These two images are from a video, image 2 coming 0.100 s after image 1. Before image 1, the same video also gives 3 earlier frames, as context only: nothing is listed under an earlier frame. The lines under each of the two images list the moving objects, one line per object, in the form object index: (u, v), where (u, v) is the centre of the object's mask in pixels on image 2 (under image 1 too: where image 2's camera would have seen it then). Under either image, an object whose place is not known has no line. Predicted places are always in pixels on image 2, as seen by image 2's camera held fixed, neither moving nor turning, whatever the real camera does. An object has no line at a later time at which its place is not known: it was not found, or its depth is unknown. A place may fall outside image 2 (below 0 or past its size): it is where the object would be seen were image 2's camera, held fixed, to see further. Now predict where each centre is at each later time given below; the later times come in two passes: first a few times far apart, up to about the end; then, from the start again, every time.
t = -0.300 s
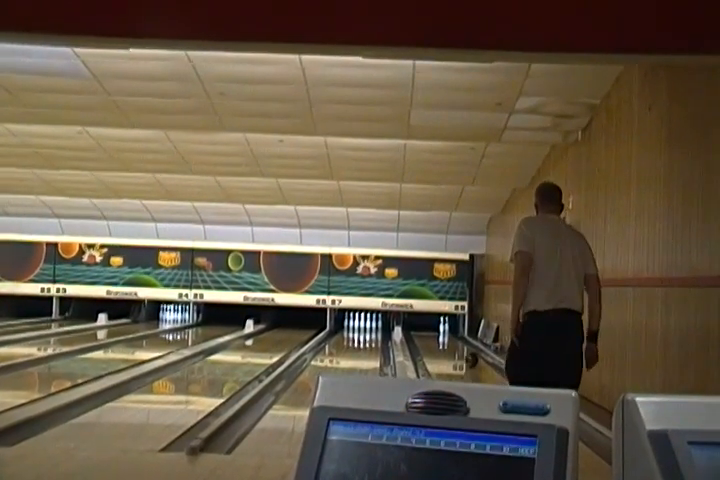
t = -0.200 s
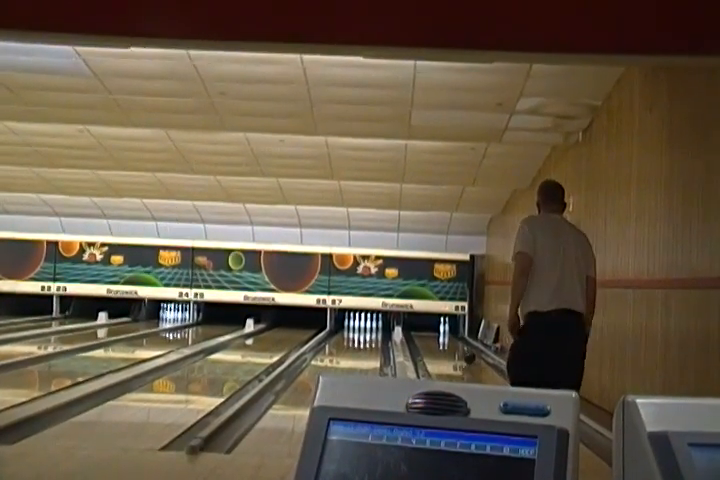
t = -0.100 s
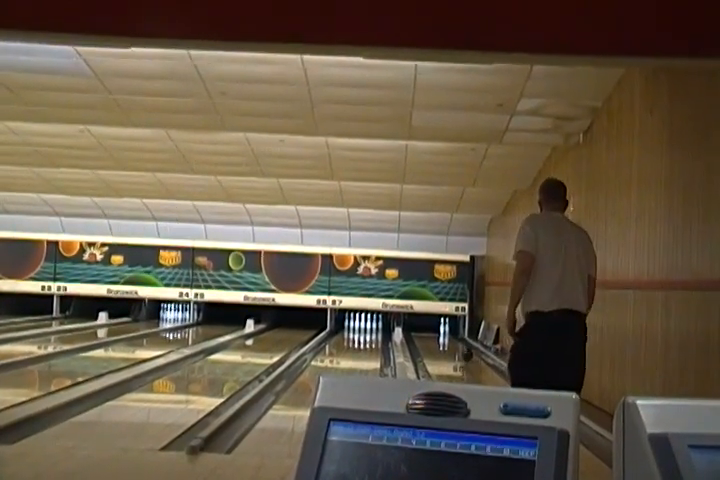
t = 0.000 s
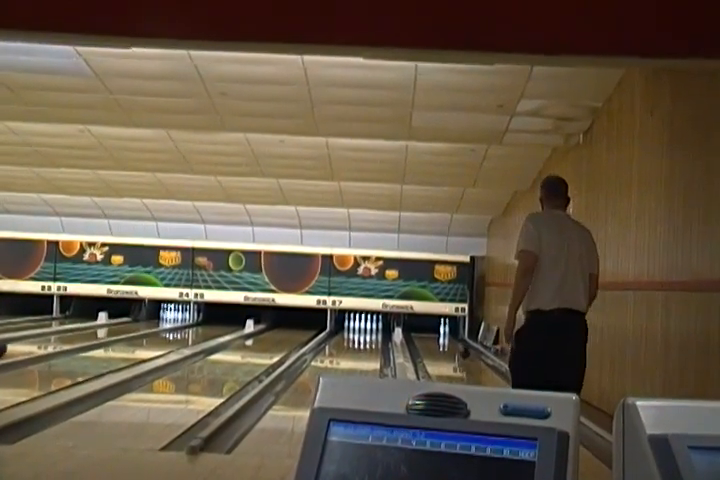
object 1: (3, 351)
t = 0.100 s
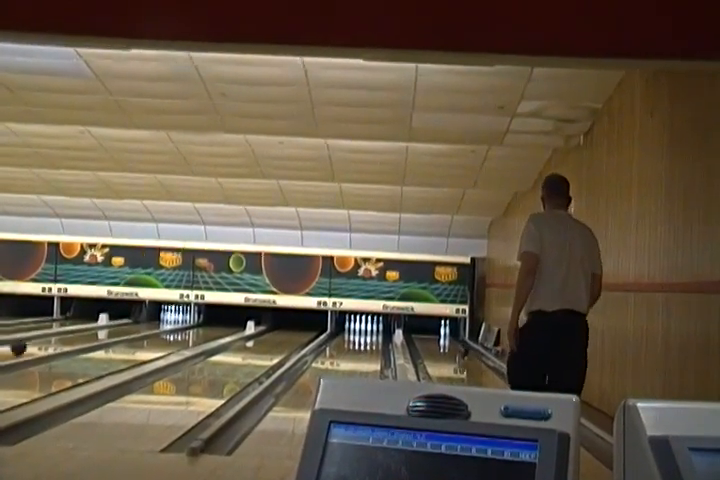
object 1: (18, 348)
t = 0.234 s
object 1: (40, 343)
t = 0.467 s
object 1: (73, 338)
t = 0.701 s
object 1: (99, 333)
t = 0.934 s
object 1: (121, 330)
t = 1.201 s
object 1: (139, 327)
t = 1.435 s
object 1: (152, 323)
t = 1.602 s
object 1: (160, 321)
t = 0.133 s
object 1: (24, 346)
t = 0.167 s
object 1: (30, 345)
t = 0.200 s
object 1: (35, 344)
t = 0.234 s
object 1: (40, 343)
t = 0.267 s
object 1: (46, 343)
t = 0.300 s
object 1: (51, 341)
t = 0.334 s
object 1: (56, 340)
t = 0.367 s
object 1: (60, 340)
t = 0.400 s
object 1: (65, 339)
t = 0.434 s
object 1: (69, 339)
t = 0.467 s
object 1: (73, 338)
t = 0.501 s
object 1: (77, 337)
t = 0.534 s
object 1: (81, 336)
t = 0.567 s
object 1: (85, 335)
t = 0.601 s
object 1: (89, 335)
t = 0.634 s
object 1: (92, 334)
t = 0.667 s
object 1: (96, 334)
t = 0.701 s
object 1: (99, 333)
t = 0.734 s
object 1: (103, 332)
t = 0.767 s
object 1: (106, 332)
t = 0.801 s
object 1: (109, 332)
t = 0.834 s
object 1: (111, 331)
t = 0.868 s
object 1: (115, 331)
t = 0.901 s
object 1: (118, 329)
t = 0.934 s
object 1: (121, 330)
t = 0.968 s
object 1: (123, 328)
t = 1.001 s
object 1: (125, 328)
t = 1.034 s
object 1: (128, 328)
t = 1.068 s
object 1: (131, 327)
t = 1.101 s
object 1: (133, 327)
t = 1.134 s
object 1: (135, 327)
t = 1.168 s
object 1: (137, 327)
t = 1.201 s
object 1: (139, 327)
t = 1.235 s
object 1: (141, 327)
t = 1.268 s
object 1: (144, 326)
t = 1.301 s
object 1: (146, 325)
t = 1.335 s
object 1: (147, 324)
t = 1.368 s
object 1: (150, 323)
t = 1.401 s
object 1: (151, 323)
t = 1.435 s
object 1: (152, 323)
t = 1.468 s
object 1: (154, 322)
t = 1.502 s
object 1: (156, 322)
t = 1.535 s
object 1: (158, 322)
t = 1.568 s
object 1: (160, 322)
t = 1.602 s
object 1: (160, 321)
